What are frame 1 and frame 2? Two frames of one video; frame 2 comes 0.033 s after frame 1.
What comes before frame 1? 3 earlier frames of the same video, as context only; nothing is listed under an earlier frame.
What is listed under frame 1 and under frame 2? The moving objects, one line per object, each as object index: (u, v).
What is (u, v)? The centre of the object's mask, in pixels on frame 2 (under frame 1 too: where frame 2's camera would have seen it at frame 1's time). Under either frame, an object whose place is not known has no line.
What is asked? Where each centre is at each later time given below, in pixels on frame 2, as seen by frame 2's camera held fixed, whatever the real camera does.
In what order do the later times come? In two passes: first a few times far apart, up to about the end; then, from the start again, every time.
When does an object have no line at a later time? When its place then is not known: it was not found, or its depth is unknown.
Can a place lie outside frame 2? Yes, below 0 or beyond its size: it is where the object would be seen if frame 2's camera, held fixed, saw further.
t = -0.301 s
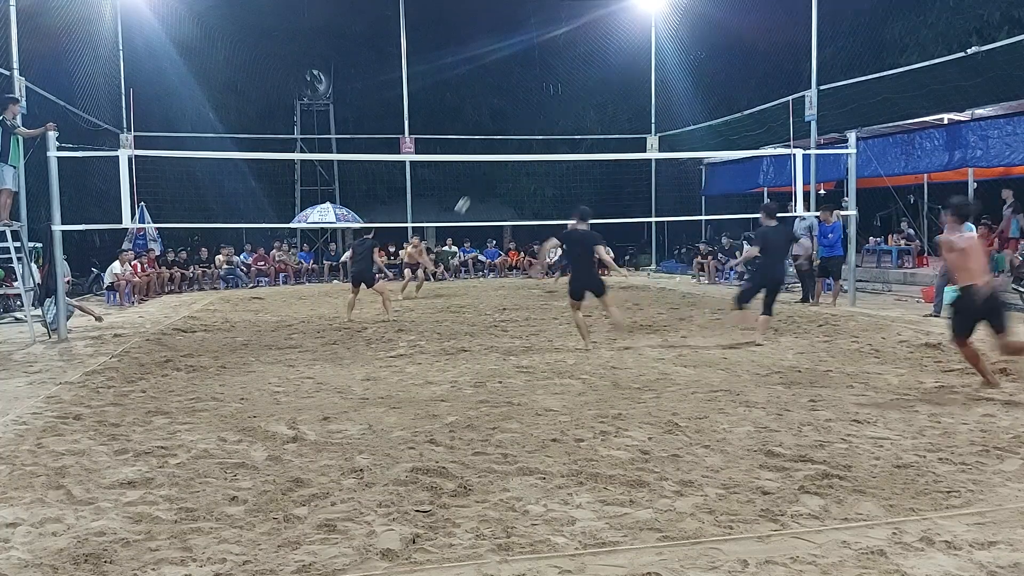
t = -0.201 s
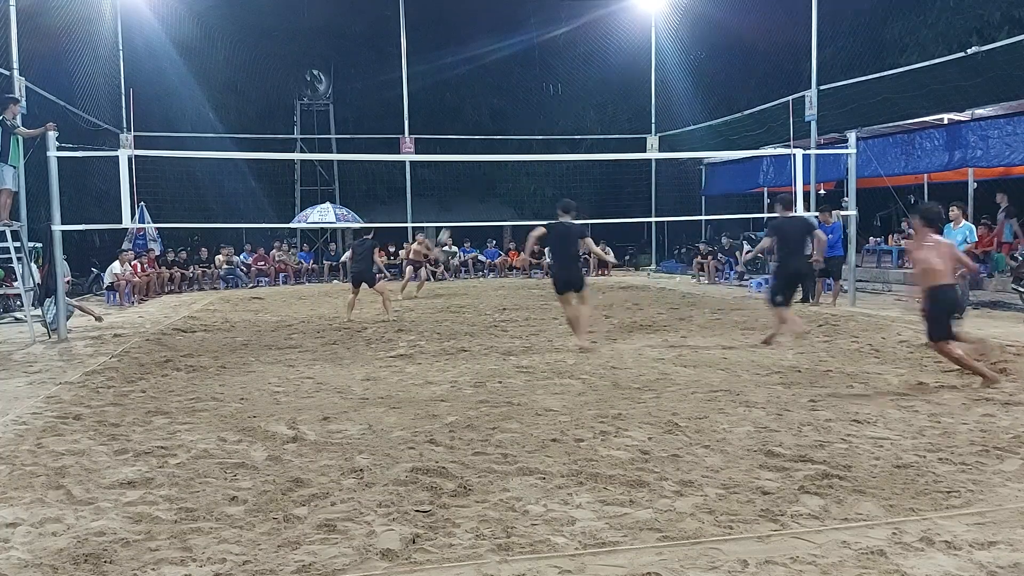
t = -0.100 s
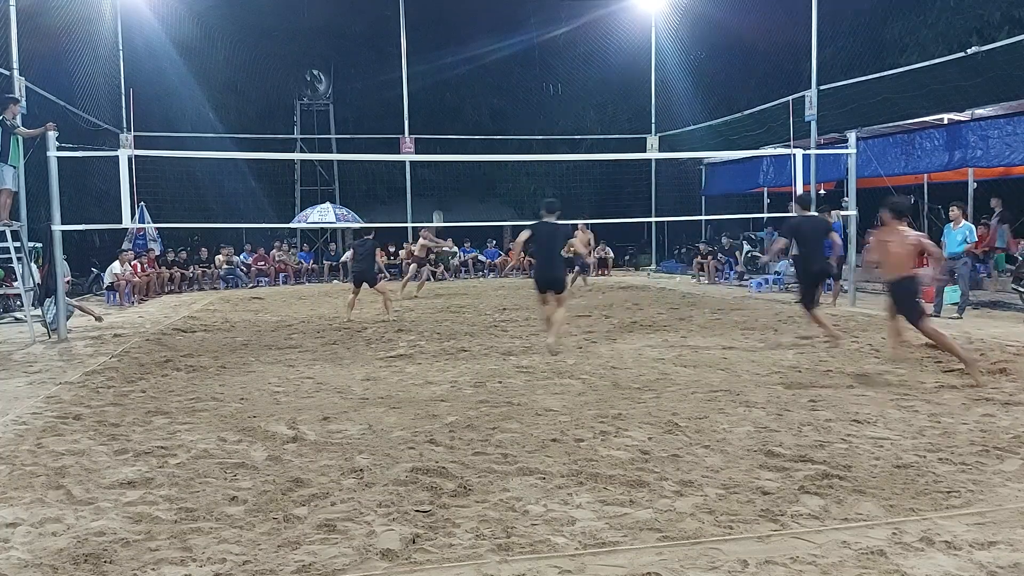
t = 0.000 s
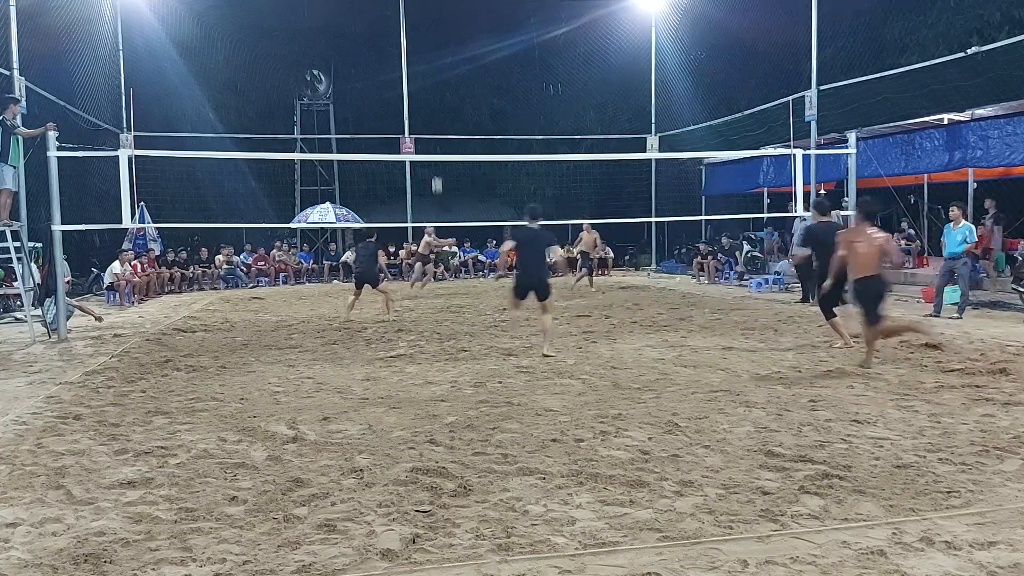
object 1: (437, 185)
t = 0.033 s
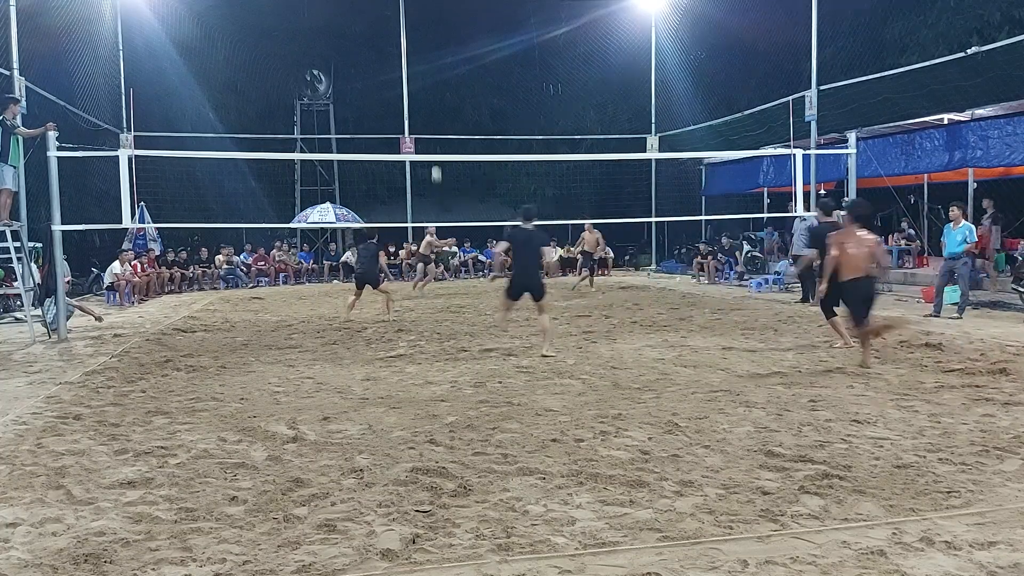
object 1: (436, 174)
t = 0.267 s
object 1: (432, 112)
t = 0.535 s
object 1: (426, 70)
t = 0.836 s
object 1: (419, 68)
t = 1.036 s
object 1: (415, 96)
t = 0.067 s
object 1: (436, 166)
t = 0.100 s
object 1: (435, 150)
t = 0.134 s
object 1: (435, 145)
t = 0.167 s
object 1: (434, 136)
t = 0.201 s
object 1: (433, 127)
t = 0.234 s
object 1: (433, 119)
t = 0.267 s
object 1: (432, 112)
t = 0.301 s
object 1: (431, 105)
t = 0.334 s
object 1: (430, 98)
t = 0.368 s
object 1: (430, 92)
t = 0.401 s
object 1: (429, 87)
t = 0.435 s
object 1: (428, 81)
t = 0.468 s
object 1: (427, 77)
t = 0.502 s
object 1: (427, 73)
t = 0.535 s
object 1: (426, 70)
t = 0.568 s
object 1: (425, 68)
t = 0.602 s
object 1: (425, 65)
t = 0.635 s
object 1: (424, 64)
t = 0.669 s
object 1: (423, 63)
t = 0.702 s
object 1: (423, 63)
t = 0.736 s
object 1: (422, 63)
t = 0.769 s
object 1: (421, 64)
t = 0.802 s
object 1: (420, 65)
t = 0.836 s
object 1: (419, 68)
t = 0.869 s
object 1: (419, 71)
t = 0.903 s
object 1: (418, 74)
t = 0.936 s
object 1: (418, 78)
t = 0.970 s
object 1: (417, 83)
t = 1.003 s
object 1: (416, 89)
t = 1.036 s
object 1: (415, 96)
